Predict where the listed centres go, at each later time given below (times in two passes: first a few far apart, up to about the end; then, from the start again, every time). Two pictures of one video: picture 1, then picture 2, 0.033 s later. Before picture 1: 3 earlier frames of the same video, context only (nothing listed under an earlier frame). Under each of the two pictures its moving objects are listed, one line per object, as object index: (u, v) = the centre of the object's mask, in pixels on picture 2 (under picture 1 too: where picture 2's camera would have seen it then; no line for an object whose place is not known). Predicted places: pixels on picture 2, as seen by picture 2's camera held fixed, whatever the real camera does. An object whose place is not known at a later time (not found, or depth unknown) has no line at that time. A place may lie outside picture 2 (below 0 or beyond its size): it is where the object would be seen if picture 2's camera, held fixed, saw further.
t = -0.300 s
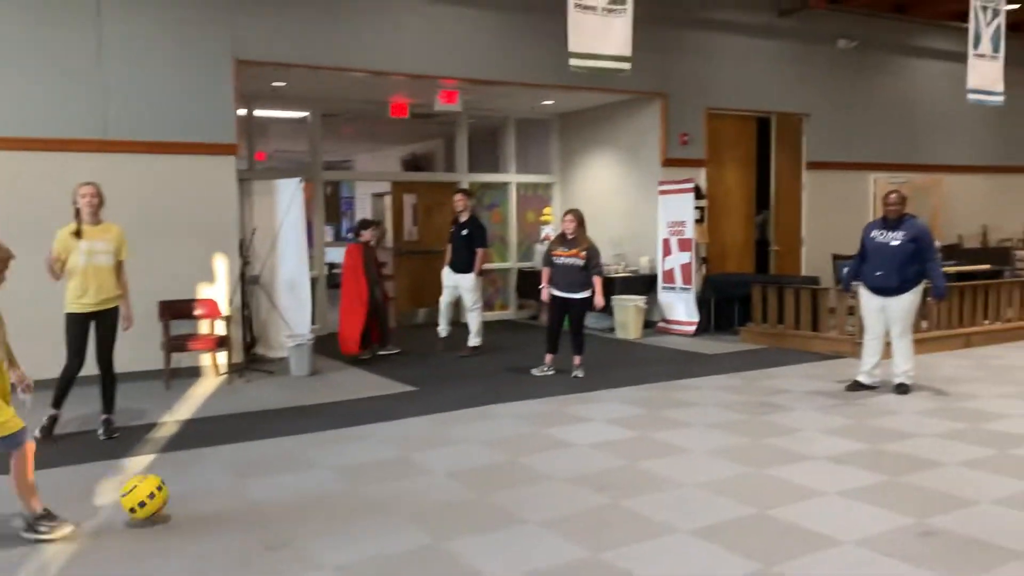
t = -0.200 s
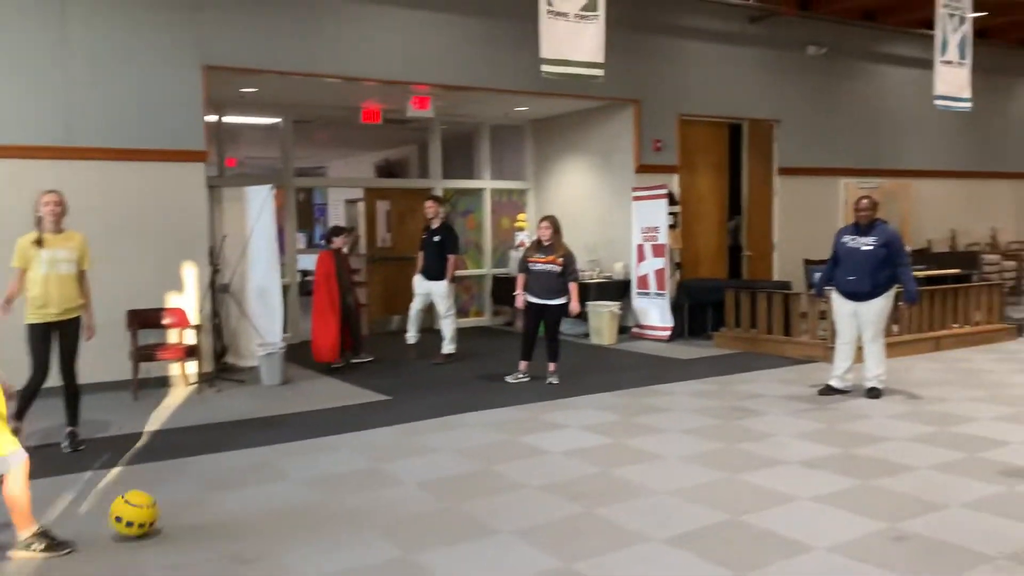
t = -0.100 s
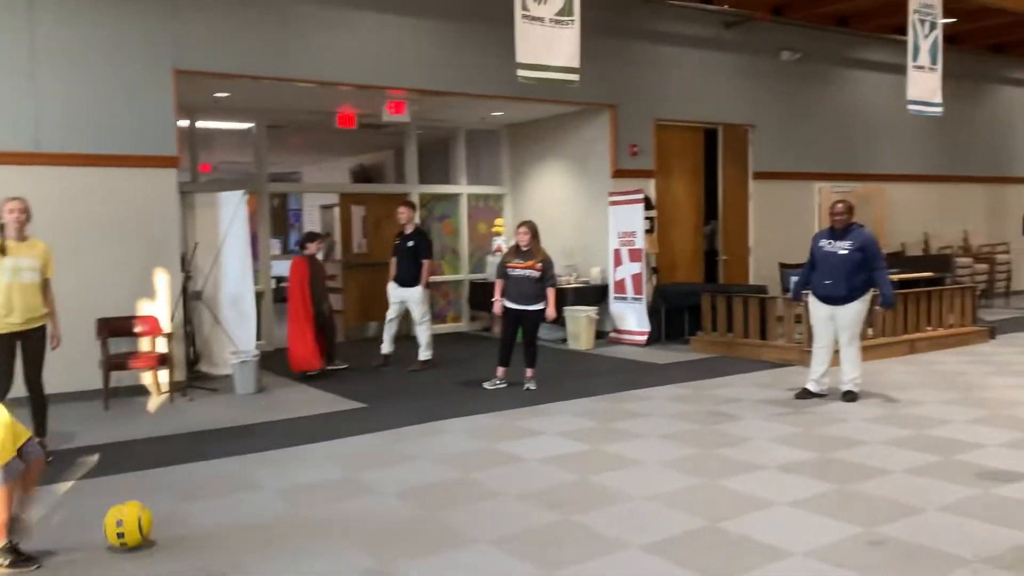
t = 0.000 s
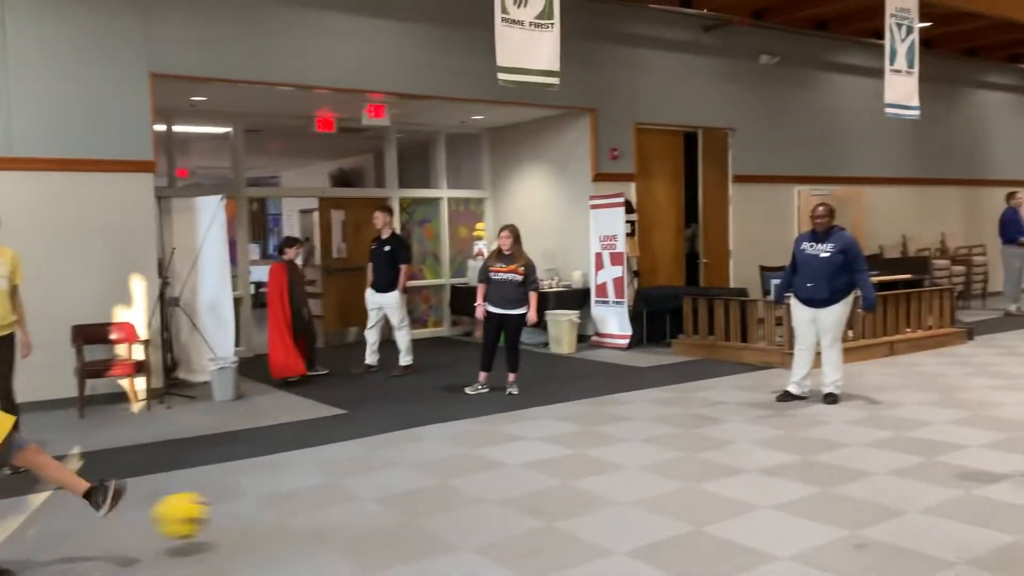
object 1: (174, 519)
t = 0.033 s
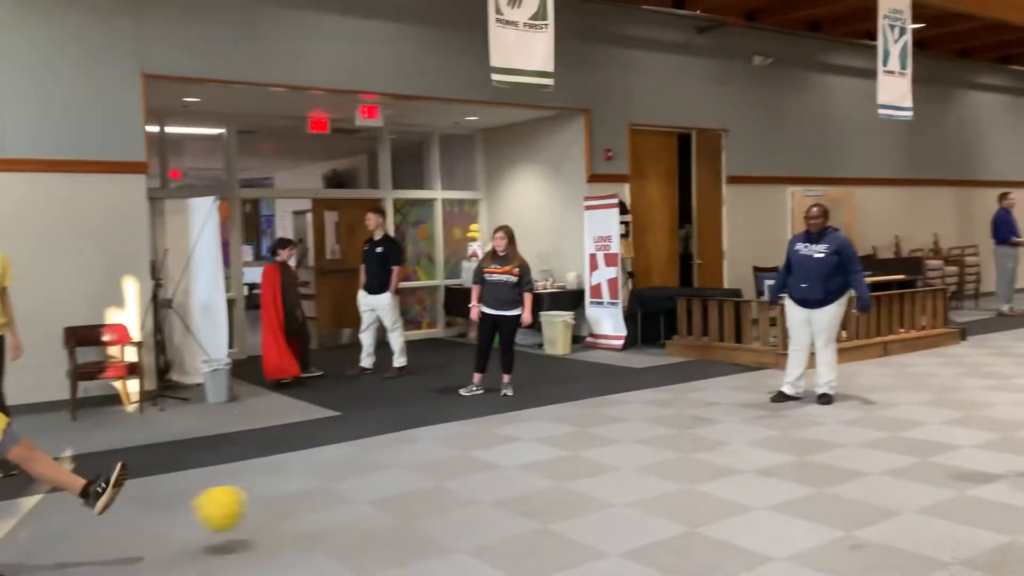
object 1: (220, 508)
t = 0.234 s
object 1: (483, 498)
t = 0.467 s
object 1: (703, 473)
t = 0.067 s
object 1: (267, 501)
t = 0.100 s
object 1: (313, 495)
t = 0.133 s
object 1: (357, 492)
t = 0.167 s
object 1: (401, 492)
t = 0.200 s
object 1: (442, 494)
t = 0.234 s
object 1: (483, 498)
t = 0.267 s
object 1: (519, 491)
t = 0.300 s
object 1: (551, 481)
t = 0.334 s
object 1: (583, 475)
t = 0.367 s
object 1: (613, 471)
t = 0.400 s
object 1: (644, 468)
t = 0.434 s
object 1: (674, 470)
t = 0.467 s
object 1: (703, 473)
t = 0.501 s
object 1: (730, 466)
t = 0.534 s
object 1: (756, 459)
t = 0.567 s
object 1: (783, 456)
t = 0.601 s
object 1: (809, 455)
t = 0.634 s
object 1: (833, 455)
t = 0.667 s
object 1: (858, 457)
